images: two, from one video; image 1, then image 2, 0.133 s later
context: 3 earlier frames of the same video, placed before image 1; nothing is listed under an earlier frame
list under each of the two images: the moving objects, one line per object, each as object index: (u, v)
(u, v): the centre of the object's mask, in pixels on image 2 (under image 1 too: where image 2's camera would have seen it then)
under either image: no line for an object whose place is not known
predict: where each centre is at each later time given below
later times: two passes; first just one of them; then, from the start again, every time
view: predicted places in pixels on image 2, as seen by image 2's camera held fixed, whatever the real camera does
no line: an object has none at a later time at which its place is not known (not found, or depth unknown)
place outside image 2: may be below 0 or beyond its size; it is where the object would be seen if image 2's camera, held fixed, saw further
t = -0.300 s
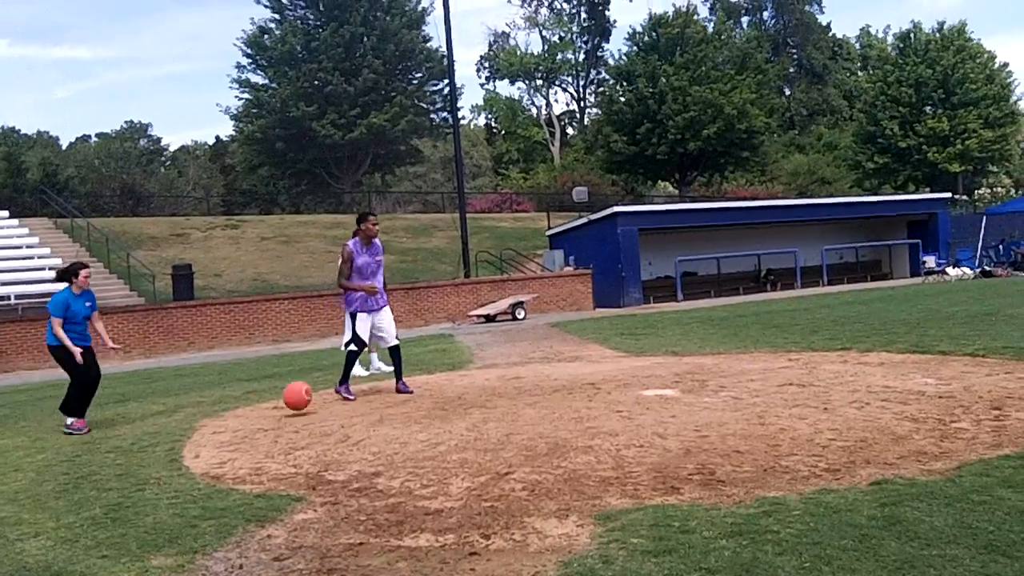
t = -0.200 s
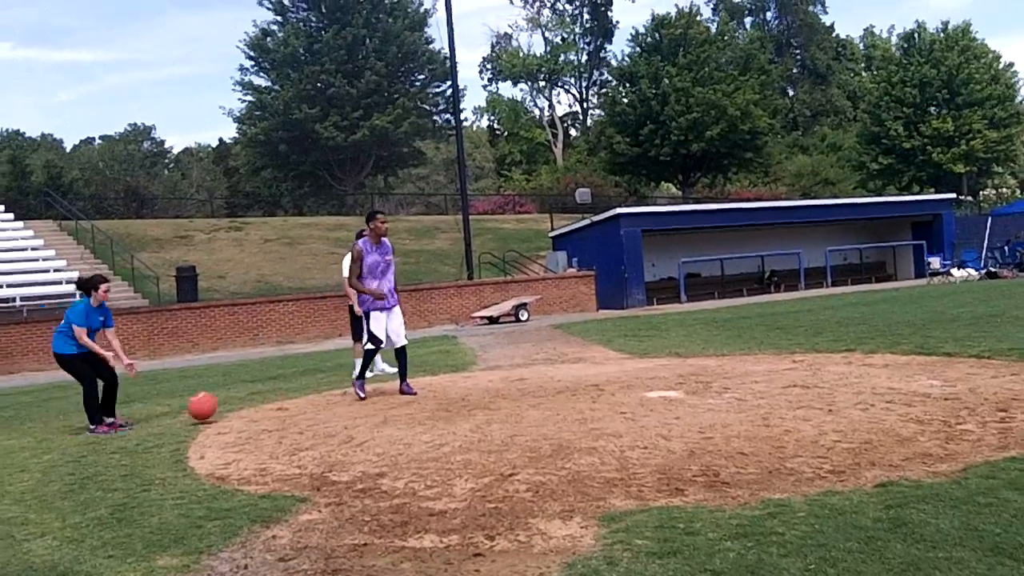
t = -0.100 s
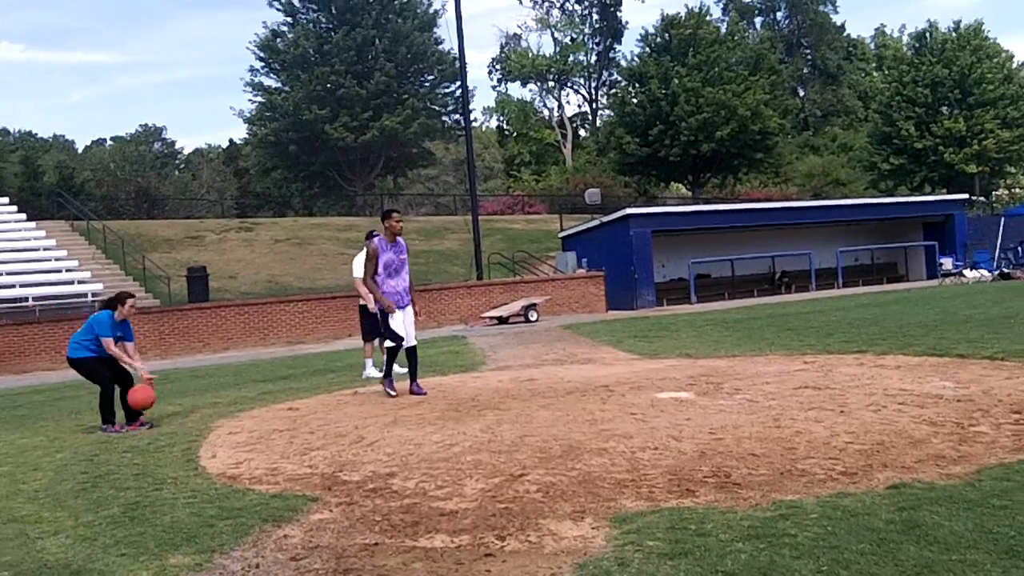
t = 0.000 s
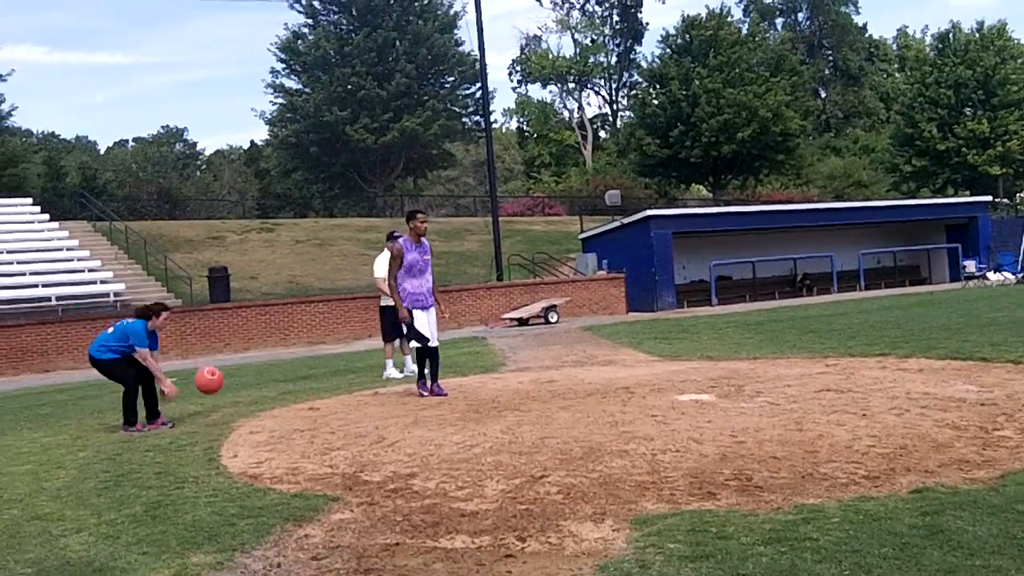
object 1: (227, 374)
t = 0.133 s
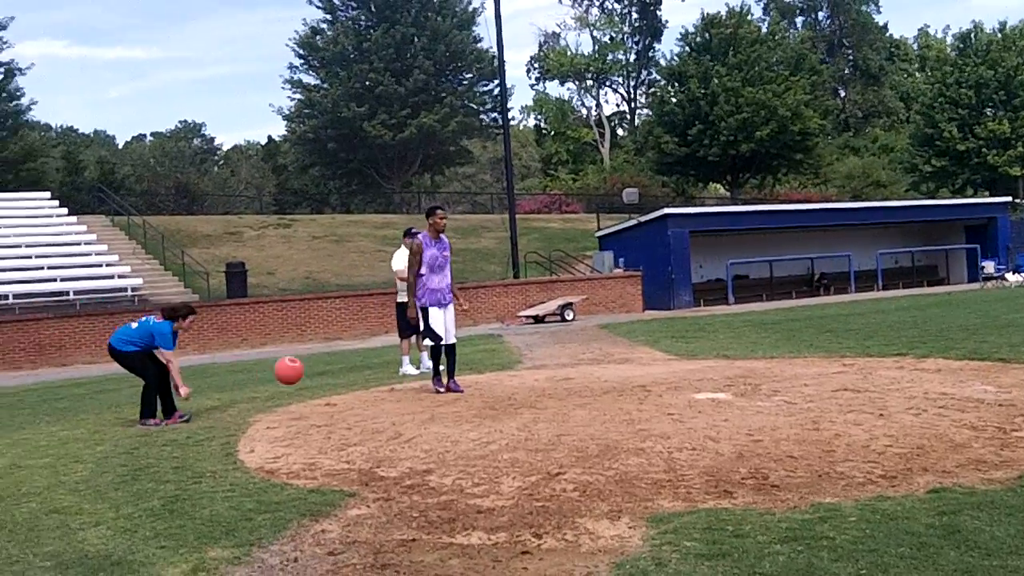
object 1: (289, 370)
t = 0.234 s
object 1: (338, 378)
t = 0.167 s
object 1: (305, 372)
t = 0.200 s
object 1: (321, 374)
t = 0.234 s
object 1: (338, 378)
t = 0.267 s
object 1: (354, 382)
